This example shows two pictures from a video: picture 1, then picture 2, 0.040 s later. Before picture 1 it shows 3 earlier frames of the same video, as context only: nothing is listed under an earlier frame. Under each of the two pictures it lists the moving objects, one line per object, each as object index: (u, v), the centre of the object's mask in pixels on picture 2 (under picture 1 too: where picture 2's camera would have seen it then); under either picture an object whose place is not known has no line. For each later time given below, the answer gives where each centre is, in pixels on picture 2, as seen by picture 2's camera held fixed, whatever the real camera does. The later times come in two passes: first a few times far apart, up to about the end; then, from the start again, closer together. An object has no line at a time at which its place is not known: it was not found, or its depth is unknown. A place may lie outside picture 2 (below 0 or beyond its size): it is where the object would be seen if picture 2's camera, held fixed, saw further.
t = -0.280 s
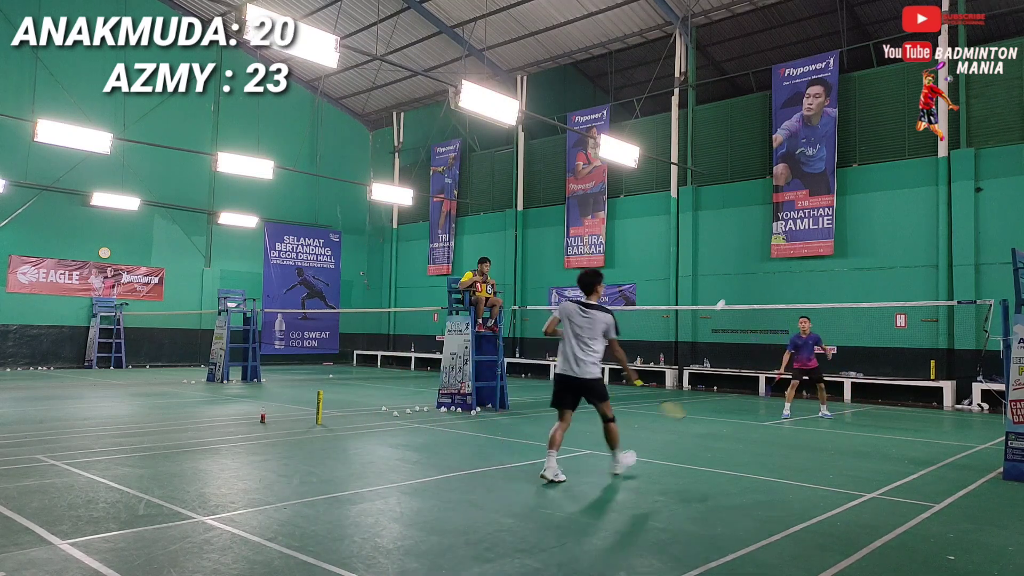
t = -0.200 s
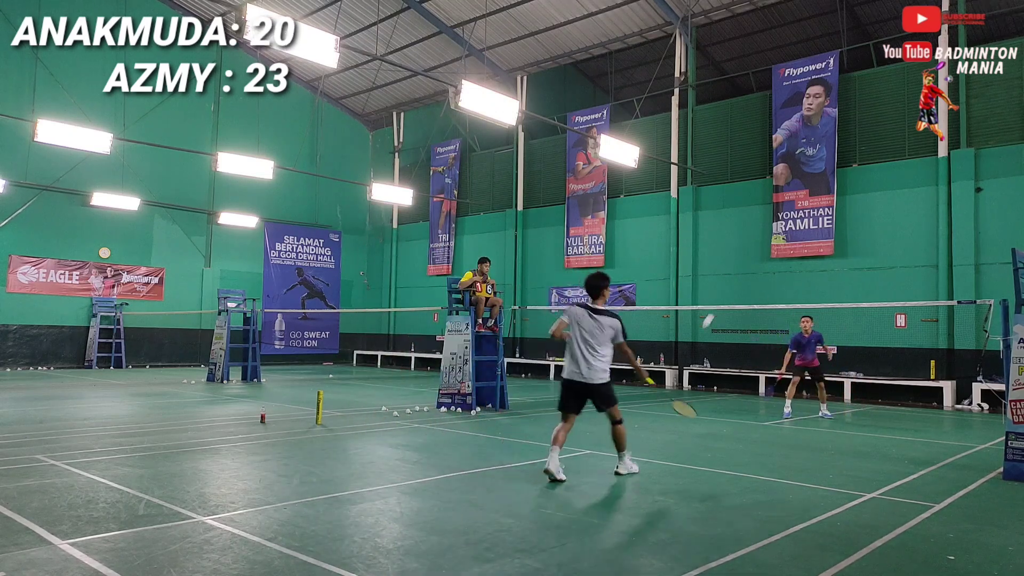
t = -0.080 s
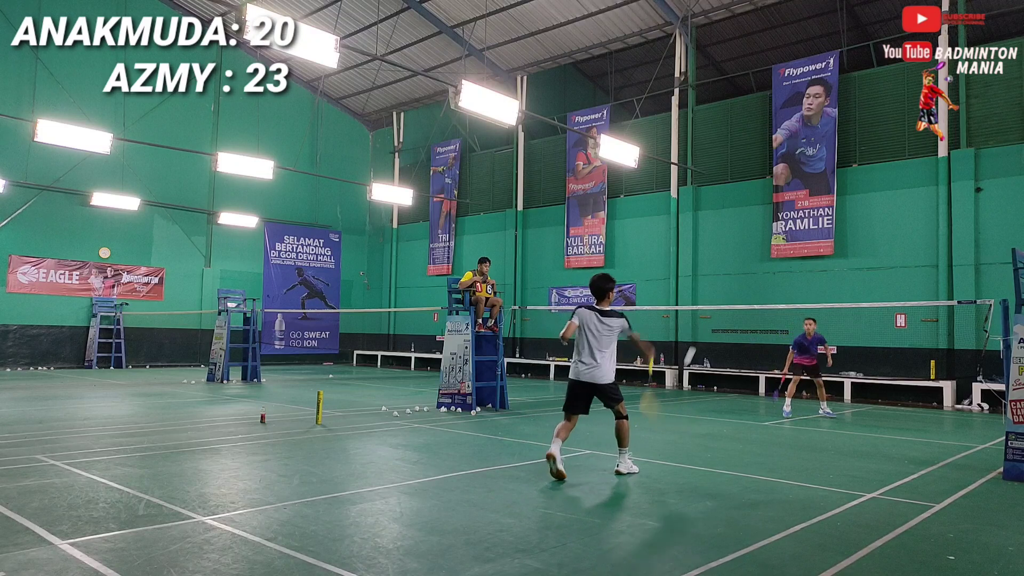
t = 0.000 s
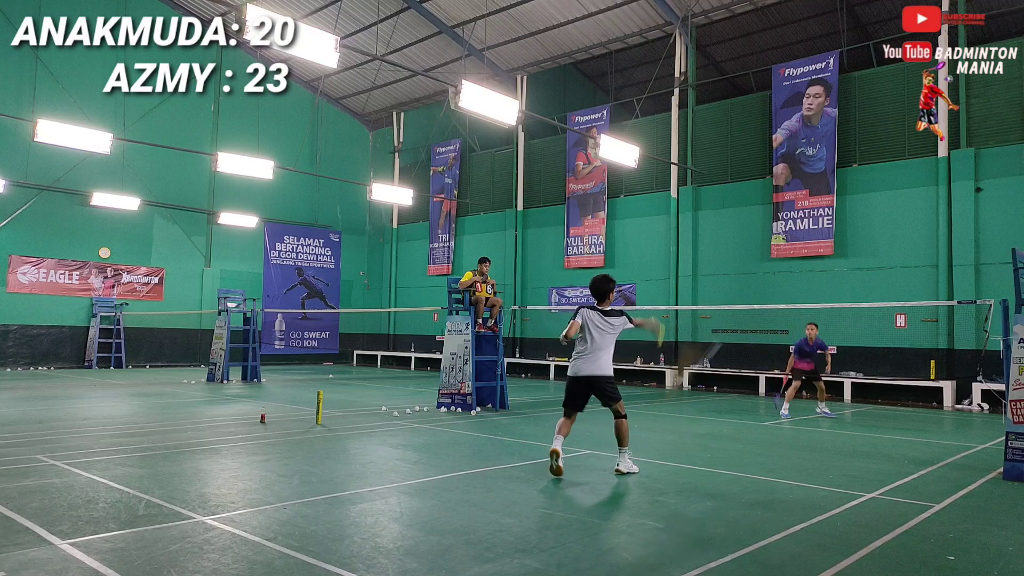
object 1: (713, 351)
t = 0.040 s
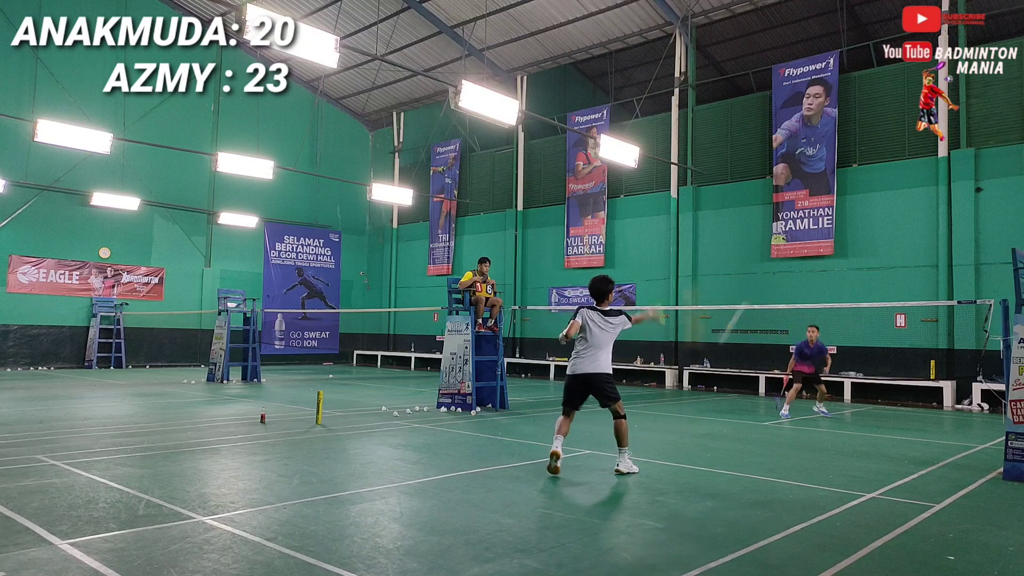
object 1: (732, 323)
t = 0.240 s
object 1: (832, 229)
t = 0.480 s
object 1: (888, 208)
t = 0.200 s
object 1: (821, 237)
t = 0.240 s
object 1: (832, 229)
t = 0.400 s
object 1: (873, 209)
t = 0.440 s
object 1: (881, 208)
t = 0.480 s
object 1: (888, 208)
